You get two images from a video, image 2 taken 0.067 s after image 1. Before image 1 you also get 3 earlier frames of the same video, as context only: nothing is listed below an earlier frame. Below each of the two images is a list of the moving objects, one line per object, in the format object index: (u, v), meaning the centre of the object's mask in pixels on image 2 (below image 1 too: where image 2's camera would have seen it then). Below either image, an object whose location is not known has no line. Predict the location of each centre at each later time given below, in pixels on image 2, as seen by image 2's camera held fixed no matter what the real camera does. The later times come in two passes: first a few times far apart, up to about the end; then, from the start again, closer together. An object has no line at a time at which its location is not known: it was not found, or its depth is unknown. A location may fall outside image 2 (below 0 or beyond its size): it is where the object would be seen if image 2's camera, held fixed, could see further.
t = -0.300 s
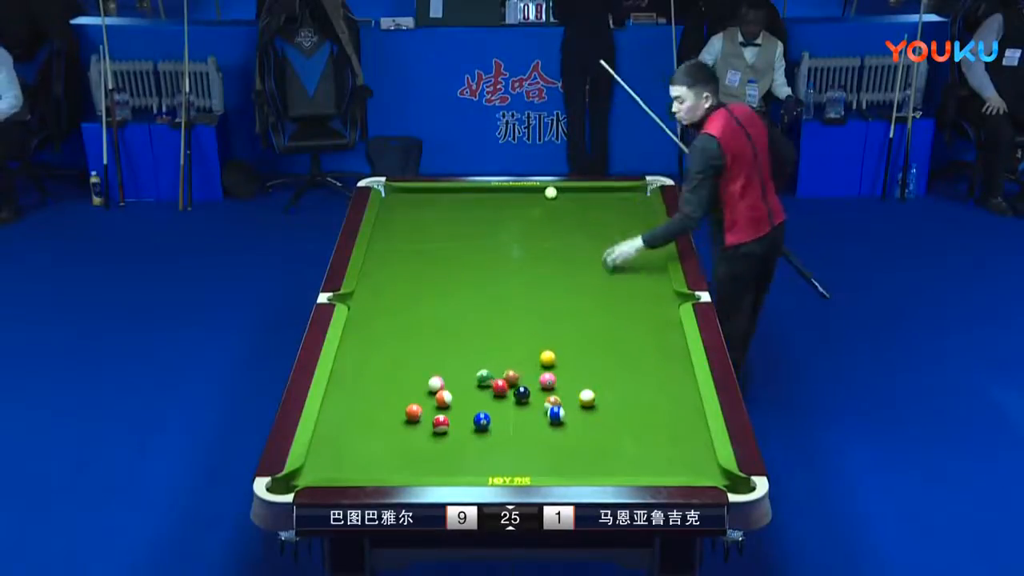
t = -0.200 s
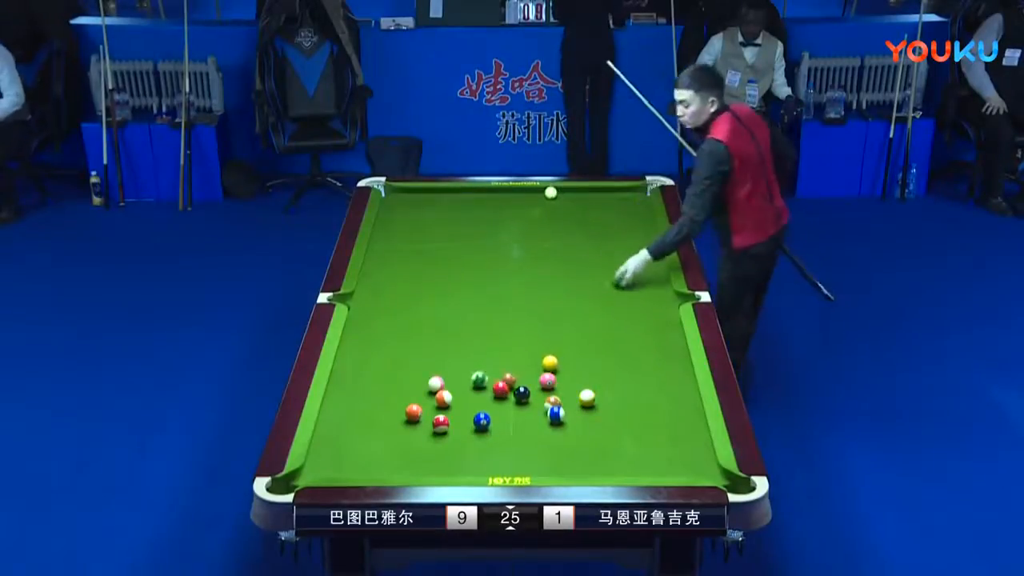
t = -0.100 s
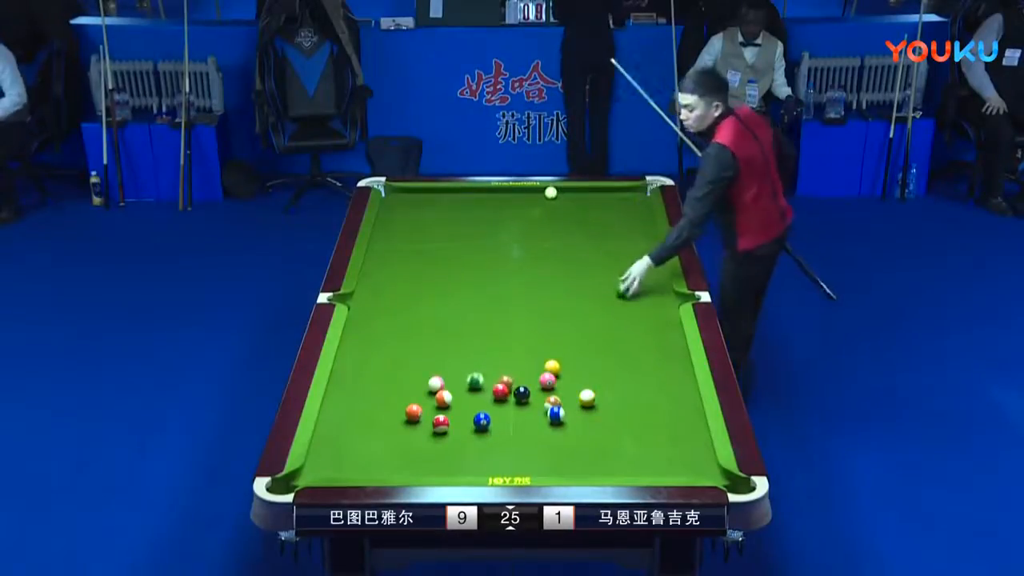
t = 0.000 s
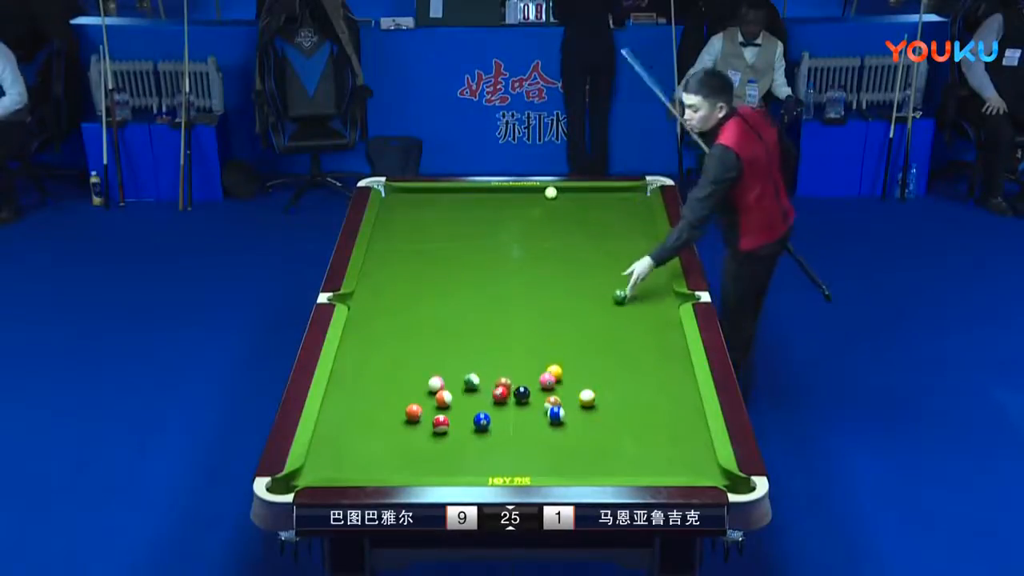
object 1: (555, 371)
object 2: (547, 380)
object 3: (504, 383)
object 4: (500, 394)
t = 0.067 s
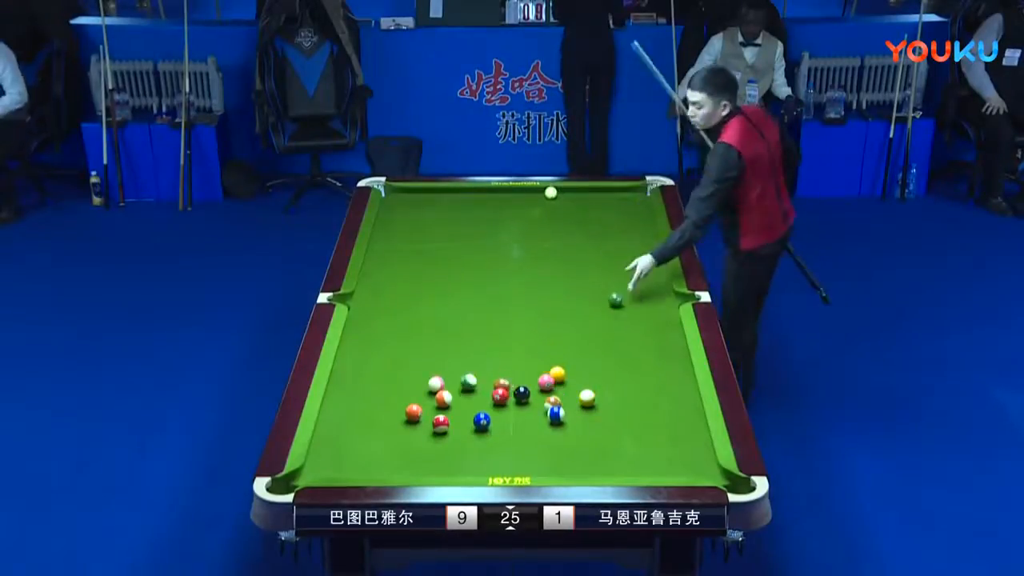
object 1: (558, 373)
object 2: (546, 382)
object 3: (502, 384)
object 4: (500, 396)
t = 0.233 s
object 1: (564, 377)
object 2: (543, 385)
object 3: (499, 387)
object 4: (499, 400)
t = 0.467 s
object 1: (573, 381)
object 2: (539, 390)
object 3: (495, 391)
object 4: (499, 406)
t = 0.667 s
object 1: (580, 383)
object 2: (539, 393)
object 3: (493, 393)
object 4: (498, 410)
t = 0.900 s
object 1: (587, 385)
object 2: (538, 395)
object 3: (491, 396)
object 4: (498, 414)
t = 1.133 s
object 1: (596, 389)
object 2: (539, 398)
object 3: (489, 397)
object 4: (499, 418)
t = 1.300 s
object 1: (599, 391)
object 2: (538, 398)
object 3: (489, 398)
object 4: (499, 419)
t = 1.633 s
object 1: (606, 395)
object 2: (538, 399)
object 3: (488, 398)
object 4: (500, 423)
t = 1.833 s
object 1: (609, 396)
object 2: (538, 399)
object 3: (488, 398)
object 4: (501, 423)
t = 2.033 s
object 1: (611, 397)
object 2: (538, 399)
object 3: (488, 398)
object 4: (501, 424)
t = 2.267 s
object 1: (613, 398)
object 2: (538, 399)
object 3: (488, 398)
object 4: (501, 424)
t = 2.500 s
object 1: (614, 398)
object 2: (538, 399)
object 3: (485, 401)
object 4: (501, 424)
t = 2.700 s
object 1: (614, 398)
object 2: (538, 399)
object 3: (481, 404)
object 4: (501, 424)
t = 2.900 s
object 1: (614, 398)
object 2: (538, 399)
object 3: (477, 406)
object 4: (501, 424)
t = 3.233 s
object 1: (614, 398)
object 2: (538, 399)
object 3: (469, 413)
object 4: (501, 424)
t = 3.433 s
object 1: (614, 398)
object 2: (538, 399)
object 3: (468, 414)
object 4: (500, 424)
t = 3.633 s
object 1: (614, 398)
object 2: (538, 399)
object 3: (465, 417)
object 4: (500, 424)
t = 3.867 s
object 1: (614, 398)
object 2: (538, 399)
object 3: (463, 418)
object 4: (501, 424)
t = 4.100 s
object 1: (614, 398)
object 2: (538, 399)
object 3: (462, 418)
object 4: (500, 424)
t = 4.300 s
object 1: (614, 398)
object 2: (538, 399)
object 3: (461, 419)
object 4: (501, 424)
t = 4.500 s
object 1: (614, 398)
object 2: (538, 399)
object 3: (461, 419)
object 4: (501, 424)
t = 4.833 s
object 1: (614, 398)
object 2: (538, 399)
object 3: (461, 419)
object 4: (501, 424)
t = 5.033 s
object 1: (614, 398)
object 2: (538, 399)
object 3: (461, 419)
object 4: (501, 424)
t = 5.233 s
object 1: (614, 397)
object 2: (538, 399)
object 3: (461, 419)
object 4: (501, 424)
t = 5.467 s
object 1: (614, 397)
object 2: (538, 399)
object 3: (461, 419)
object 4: (501, 424)
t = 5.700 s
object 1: (614, 397)
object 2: (538, 399)
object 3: (461, 419)
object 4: (500, 424)
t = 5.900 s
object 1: (614, 397)
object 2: (538, 399)
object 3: (461, 419)
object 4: (500, 424)
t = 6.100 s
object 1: (614, 397)
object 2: (538, 399)
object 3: (461, 419)
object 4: (500, 424)
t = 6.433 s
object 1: (614, 397)
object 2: (538, 399)
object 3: (461, 419)
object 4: (500, 424)
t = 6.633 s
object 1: (614, 397)
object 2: (538, 399)
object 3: (461, 419)
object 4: (500, 424)
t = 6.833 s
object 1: (614, 397)
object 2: (538, 399)
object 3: (461, 419)
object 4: (500, 424)
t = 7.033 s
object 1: (614, 397)
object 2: (538, 399)
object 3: (461, 419)
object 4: (500, 424)
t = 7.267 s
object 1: (614, 397)
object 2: (538, 399)
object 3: (461, 419)
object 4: (501, 424)
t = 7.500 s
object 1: (614, 398)
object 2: (538, 400)
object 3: (461, 419)
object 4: (501, 424)
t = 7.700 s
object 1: (614, 398)
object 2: (538, 400)
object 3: (461, 419)
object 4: (501, 424)
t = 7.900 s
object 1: (614, 398)
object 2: (538, 400)
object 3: (461, 419)
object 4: (501, 425)
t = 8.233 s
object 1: (613, 397)
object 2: (538, 400)
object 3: (461, 419)
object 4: (500, 425)
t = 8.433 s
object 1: (614, 397)
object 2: (538, 399)
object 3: (461, 419)
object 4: (500, 425)
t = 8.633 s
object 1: (614, 398)
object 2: (538, 400)
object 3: (461, 419)
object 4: (500, 424)
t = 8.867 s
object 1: (614, 398)
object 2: (538, 400)
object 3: (461, 420)
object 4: (500, 425)
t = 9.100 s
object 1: (614, 397)
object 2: (538, 400)
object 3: (461, 419)
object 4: (500, 424)
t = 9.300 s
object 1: (614, 397)
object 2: (538, 399)
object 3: (461, 419)
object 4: (500, 425)
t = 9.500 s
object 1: (614, 397)
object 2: (538, 399)
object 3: (461, 420)
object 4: (500, 425)
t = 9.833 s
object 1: (614, 397)
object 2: (538, 399)
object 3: (461, 419)
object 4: (500, 425)
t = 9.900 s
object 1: (614, 397)
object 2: (538, 399)
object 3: (461, 420)
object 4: (500, 425)
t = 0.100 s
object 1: (558, 374)
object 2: (546, 382)
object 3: (501, 384)
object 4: (500, 397)
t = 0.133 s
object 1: (560, 375)
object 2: (545, 383)
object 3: (501, 385)
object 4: (500, 398)
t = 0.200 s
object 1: (562, 377)
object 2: (543, 385)
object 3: (499, 387)
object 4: (499, 400)
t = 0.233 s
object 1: (564, 377)
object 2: (543, 385)
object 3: (499, 387)
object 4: (499, 400)
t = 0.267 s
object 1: (565, 378)
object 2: (543, 386)
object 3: (498, 387)
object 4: (499, 401)
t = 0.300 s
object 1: (567, 378)
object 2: (542, 387)
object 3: (498, 388)
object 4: (499, 402)
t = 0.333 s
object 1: (568, 379)
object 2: (541, 388)
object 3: (496, 389)
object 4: (499, 402)
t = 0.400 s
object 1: (571, 380)
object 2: (541, 389)
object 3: (496, 390)
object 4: (499, 404)
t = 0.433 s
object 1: (572, 381)
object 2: (540, 389)
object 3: (495, 390)
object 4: (499, 405)
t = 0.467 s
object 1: (573, 381)
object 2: (539, 390)
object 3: (495, 391)
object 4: (499, 406)
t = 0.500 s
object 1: (575, 382)
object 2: (539, 391)
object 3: (495, 391)
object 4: (499, 407)
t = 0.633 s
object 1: (579, 382)
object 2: (539, 393)
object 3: (493, 393)
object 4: (499, 409)
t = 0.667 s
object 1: (580, 383)
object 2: (539, 393)
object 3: (493, 393)
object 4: (498, 410)
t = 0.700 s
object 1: (581, 383)
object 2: (539, 393)
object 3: (493, 394)
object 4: (498, 410)
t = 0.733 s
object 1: (582, 383)
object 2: (539, 394)
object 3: (492, 395)
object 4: (498, 411)
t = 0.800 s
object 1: (584, 384)
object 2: (539, 394)
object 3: (491, 395)
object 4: (498, 413)
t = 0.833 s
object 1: (585, 384)
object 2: (539, 395)
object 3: (491, 395)
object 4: (498, 413)
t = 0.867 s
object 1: (586, 385)
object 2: (539, 395)
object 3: (491, 395)
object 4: (498, 413)
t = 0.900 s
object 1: (587, 385)
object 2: (538, 395)
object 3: (491, 396)
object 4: (498, 414)
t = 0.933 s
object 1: (589, 386)
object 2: (539, 396)
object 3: (490, 396)
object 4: (498, 415)
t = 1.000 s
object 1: (591, 386)
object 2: (539, 397)
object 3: (490, 397)
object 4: (498, 416)
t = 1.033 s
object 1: (592, 386)
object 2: (539, 397)
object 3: (490, 396)
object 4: (498, 416)
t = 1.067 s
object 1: (594, 387)
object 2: (539, 397)
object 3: (489, 397)
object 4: (498, 416)
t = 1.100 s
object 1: (595, 388)
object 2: (539, 397)
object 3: (489, 397)
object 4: (499, 417)
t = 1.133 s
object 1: (596, 389)
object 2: (539, 398)
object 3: (489, 397)
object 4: (499, 418)
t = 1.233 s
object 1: (599, 390)
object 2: (538, 398)
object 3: (489, 397)
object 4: (499, 419)
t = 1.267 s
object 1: (599, 390)
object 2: (538, 398)
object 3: (488, 398)
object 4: (499, 419)
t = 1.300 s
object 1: (599, 391)
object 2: (538, 398)
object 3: (489, 398)
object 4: (499, 419)
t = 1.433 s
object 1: (602, 392)
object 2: (538, 399)
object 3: (488, 398)
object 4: (500, 421)
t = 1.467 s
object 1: (603, 393)
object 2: (538, 399)
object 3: (488, 398)
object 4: (500, 421)
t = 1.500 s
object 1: (604, 393)
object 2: (538, 399)
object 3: (488, 398)
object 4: (500, 421)
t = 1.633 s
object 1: (606, 395)
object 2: (538, 399)
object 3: (488, 398)
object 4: (500, 423)
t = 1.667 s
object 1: (606, 394)
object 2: (538, 399)
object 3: (488, 398)
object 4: (500, 423)
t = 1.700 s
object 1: (607, 395)
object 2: (538, 399)
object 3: (488, 398)
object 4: (501, 423)
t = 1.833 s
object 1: (609, 396)
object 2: (538, 399)
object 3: (488, 398)
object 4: (501, 423)
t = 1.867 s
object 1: (609, 396)
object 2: (538, 399)
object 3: (488, 398)
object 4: (501, 424)
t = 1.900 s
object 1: (609, 396)
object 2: (538, 399)
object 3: (488, 398)
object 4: (501, 424)
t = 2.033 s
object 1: (611, 397)
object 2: (538, 399)
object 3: (488, 398)
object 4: (501, 424)
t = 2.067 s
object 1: (611, 397)
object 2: (538, 399)
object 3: (488, 398)
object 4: (501, 424)
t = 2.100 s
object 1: (612, 398)
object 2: (538, 399)
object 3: (488, 398)
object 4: (501, 424)
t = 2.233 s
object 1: (613, 398)
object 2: (538, 399)
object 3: (488, 398)
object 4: (501, 424)
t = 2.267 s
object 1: (613, 398)
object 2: (538, 399)
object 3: (488, 398)
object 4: (501, 424)
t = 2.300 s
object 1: (613, 398)
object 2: (538, 399)
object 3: (488, 398)
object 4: (501, 424)
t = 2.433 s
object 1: (614, 398)
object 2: (538, 399)
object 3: (487, 399)
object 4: (501, 424)
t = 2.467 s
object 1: (614, 398)
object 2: (538, 399)
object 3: (486, 400)
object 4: (501, 424)
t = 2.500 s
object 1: (614, 398)
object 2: (538, 399)
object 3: (485, 401)
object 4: (501, 424)
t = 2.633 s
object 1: (614, 398)
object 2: (538, 399)
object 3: (483, 402)
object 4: (501, 424)
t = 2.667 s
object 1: (614, 398)
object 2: (538, 399)
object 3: (482, 403)
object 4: (500, 424)
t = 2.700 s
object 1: (614, 398)
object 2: (538, 399)
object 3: (481, 404)
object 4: (501, 424)
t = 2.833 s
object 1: (614, 398)
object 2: (538, 399)
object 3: (478, 405)
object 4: (501, 424)
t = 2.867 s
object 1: (614, 398)
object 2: (538, 399)
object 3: (478, 405)
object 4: (501, 424)
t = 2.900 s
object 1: (614, 398)
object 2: (538, 399)
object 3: (477, 406)
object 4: (501, 424)
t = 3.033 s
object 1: (614, 398)
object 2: (538, 399)
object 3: (473, 409)
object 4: (501, 424)
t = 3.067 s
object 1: (614, 398)
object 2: (538, 399)
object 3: (473, 409)
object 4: (500, 424)
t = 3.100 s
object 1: (614, 398)
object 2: (538, 399)
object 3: (472, 410)
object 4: (501, 424)
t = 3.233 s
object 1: (614, 398)
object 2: (538, 399)
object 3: (469, 413)
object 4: (501, 424)
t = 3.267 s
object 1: (614, 398)
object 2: (538, 399)
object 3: (469, 412)
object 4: (501, 424)
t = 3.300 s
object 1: (614, 398)
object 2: (538, 399)
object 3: (469, 413)
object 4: (501, 424)
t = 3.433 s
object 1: (614, 398)
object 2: (538, 399)
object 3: (468, 414)
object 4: (500, 424)
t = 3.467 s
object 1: (614, 398)
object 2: (538, 399)
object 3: (468, 414)
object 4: (501, 424)
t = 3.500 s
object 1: (614, 398)
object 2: (538, 399)
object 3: (467, 415)
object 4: (501, 424)
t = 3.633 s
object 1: (614, 398)
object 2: (538, 399)
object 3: (465, 417)
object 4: (500, 424)
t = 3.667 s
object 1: (614, 398)
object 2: (538, 399)
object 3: (465, 417)
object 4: (500, 424)
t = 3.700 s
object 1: (614, 398)
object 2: (538, 399)
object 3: (464, 417)
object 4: (500, 424)
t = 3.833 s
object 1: (614, 398)
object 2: (538, 399)
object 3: (463, 418)
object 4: (501, 424)
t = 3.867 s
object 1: (614, 398)
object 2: (538, 399)
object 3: (463, 418)
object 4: (501, 424)
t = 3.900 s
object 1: (614, 398)
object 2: (538, 399)
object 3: (463, 418)
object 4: (501, 424)
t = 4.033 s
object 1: (614, 398)
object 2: (538, 399)
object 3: (462, 418)
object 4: (500, 424)
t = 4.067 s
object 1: (614, 398)
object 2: (538, 399)
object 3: (462, 418)
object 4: (500, 424)
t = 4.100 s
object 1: (614, 398)
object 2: (538, 399)
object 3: (462, 418)
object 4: (500, 424)
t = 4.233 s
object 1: (614, 398)
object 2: (538, 399)
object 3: (461, 419)
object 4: (500, 424)
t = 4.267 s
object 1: (614, 398)
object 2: (538, 399)
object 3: (461, 419)
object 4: (501, 424)
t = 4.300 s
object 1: (614, 398)
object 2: (538, 399)
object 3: (461, 419)
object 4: (501, 424)
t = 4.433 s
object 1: (614, 398)
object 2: (538, 399)
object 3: (461, 419)
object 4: (501, 424)
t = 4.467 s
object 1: (614, 398)
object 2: (538, 399)
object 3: (461, 419)
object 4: (501, 424)
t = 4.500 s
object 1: (614, 398)
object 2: (538, 399)
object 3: (461, 419)
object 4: (501, 424)
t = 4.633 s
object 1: (614, 398)
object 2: (538, 399)
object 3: (461, 419)
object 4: (501, 424)
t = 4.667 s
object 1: (614, 398)
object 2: (538, 399)
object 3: (461, 419)
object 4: (501, 424)
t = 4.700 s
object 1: (614, 398)
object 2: (538, 399)
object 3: (461, 419)
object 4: (501, 424)
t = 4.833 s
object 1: (614, 398)
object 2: (538, 399)
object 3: (461, 419)
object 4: (501, 424)
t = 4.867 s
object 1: (614, 398)
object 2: (538, 399)
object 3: (461, 419)
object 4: (501, 424)
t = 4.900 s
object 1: (614, 398)
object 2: (538, 399)
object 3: (461, 419)
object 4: (501, 424)
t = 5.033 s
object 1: (614, 398)
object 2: (538, 399)
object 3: (461, 419)
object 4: (501, 424)
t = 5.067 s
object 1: (614, 398)
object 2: (538, 399)
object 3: (461, 419)
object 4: (501, 424)
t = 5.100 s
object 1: (614, 397)
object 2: (538, 399)
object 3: (461, 419)
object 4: (501, 424)
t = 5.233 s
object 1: (614, 397)
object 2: (538, 399)
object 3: (461, 419)
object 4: (501, 424)
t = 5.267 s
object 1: (614, 397)
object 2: (538, 399)
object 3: (461, 419)
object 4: (501, 424)
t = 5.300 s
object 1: (614, 398)
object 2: (538, 399)
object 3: (461, 419)
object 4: (501, 424)
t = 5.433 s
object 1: (614, 397)
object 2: (538, 399)
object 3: (461, 419)
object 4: (501, 424)
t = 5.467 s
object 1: (614, 397)
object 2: (538, 399)
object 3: (461, 419)
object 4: (501, 424)
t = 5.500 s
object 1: (614, 397)
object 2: (538, 399)
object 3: (461, 419)
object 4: (501, 424)
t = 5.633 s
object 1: (614, 397)
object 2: (538, 399)
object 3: (461, 419)
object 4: (500, 424)
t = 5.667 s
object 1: (614, 397)
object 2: (538, 399)
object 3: (461, 419)
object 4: (501, 424)
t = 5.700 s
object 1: (614, 397)
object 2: (538, 399)
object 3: (461, 419)
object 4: (500, 424)
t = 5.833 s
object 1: (614, 397)
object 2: (538, 399)
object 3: (461, 419)
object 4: (500, 424)
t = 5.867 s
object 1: (614, 398)
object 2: (538, 399)
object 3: (461, 419)
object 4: (500, 424)
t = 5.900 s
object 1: (614, 397)
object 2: (538, 399)
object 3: (461, 419)
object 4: (500, 424)
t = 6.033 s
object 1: (614, 397)
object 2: (538, 399)
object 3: (461, 419)
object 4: (500, 424)
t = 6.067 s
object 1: (614, 397)
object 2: (538, 399)
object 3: (461, 419)
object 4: (500, 424)
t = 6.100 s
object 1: (614, 397)
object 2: (538, 399)
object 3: (461, 419)
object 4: (500, 424)
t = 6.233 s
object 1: (614, 397)
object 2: (538, 399)
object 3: (461, 419)
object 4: (500, 424)
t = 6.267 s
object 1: (614, 397)
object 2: (538, 399)
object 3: (461, 419)
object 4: (500, 424)
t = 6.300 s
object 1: (614, 397)
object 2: (538, 399)
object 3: (461, 419)
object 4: (500, 424)
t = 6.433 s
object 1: (614, 397)
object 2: (538, 399)
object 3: (461, 419)
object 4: (500, 424)
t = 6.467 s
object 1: (614, 397)
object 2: (538, 399)
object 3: (461, 419)
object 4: (500, 424)
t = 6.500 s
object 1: (614, 397)
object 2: (538, 399)
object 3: (461, 419)
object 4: (500, 424)
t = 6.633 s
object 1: (614, 397)
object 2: (538, 399)
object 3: (461, 419)
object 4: (500, 424)
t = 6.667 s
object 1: (614, 397)
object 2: (538, 399)
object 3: (461, 419)
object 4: (500, 424)
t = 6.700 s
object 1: (614, 397)
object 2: (538, 399)
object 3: (461, 419)
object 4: (500, 424)
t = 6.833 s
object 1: (614, 397)
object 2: (538, 399)
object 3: (461, 419)
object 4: (500, 424)
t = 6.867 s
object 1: (614, 397)
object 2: (538, 399)
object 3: (461, 419)
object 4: (500, 424)
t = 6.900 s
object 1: (614, 397)
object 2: (538, 399)
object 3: (461, 419)
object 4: (500, 424)
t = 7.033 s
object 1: (614, 397)
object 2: (538, 399)
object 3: (461, 419)
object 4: (500, 424)
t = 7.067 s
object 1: (614, 397)
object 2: (538, 399)
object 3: (461, 419)
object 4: (500, 424)
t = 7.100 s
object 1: (614, 397)
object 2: (538, 399)
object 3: (461, 419)
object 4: (500, 424)
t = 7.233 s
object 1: (614, 397)
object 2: (538, 399)
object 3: (461, 419)
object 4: (501, 424)
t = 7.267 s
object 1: (614, 397)
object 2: (538, 399)
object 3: (461, 419)
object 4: (501, 424)
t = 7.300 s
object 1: (614, 397)
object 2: (538, 399)
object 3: (461, 419)
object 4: (501, 424)
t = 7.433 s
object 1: (614, 397)
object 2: (538, 399)
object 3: (461, 419)
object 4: (501, 424)
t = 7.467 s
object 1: (614, 398)
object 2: (538, 400)
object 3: (461, 419)
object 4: (501, 424)
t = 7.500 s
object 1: (614, 398)
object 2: (538, 400)
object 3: (461, 419)
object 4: (501, 424)
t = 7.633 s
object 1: (614, 398)
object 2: (538, 400)
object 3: (461, 419)
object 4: (501, 424)
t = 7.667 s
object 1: (614, 398)
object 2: (538, 400)
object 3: (461, 419)
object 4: (501, 424)
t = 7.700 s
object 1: (614, 398)
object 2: (538, 400)
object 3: (461, 419)
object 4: (501, 424)
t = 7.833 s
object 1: (614, 398)
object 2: (538, 400)
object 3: (461, 419)
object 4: (500, 424)
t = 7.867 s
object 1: (614, 398)
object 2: (538, 400)
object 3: (461, 419)
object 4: (500, 425)
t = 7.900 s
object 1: (614, 398)
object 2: (538, 400)
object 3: (461, 419)
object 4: (501, 425)
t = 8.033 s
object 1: (614, 397)
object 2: (538, 400)
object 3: (461, 419)
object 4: (500, 425)
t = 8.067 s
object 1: (614, 398)
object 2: (538, 400)
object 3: (461, 419)
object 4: (500, 424)
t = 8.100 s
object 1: (613, 397)
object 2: (538, 400)
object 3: (461, 419)
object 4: (500, 425)
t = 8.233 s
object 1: (613, 397)
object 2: (538, 400)
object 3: (461, 419)
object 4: (500, 425)
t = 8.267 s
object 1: (613, 398)
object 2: (538, 400)
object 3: (461, 419)
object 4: (500, 424)
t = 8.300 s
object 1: (614, 397)
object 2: (538, 400)
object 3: (461, 419)
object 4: (500, 425)
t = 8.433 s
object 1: (614, 397)
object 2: (538, 399)
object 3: (461, 419)
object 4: (500, 425)
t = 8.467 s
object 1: (614, 397)
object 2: (538, 399)
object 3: (461, 419)
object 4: (500, 425)
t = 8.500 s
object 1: (614, 397)
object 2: (538, 399)
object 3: (461, 419)
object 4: (500, 425)
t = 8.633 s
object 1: (614, 398)
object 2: (538, 400)
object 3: (461, 419)
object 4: (500, 424)
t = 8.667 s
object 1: (614, 397)
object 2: (538, 400)
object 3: (461, 419)
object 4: (500, 425)
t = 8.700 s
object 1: (614, 398)
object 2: (538, 400)
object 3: (461, 419)
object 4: (500, 425)
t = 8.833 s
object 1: (614, 397)
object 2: (538, 399)
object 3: (461, 419)
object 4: (500, 425)
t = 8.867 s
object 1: (614, 398)
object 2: (538, 400)
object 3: (461, 420)
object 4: (500, 425)
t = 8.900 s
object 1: (614, 397)
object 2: (538, 399)
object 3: (461, 419)
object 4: (500, 425)
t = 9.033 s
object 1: (614, 397)
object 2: (538, 400)
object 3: (461, 420)
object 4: (500, 425)
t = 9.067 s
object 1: (614, 397)
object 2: (538, 400)
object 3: (461, 419)
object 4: (500, 424)
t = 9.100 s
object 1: (614, 397)
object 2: (538, 400)
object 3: (461, 419)
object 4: (500, 424)
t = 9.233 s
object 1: (614, 397)
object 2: (538, 400)
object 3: (461, 419)
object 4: (500, 425)
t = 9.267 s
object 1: (614, 397)
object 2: (538, 399)
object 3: (461, 419)
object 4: (500, 425)
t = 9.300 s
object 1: (614, 397)
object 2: (538, 399)
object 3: (461, 419)
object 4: (500, 425)
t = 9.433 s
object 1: (614, 397)
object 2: (538, 399)
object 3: (461, 420)
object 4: (500, 425)
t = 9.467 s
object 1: (614, 397)
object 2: (538, 399)
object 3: (461, 419)
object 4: (500, 425)
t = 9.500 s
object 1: (614, 397)
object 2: (538, 399)
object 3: (461, 420)
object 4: (500, 425)
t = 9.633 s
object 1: (614, 397)
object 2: (538, 399)
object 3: (461, 420)
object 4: (500, 424)
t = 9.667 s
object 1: (614, 397)
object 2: (538, 399)
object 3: (461, 420)
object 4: (500, 425)
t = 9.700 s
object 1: (614, 397)
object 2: (538, 399)
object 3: (461, 419)
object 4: (500, 425)
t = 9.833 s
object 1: (614, 397)
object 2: (538, 399)
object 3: (461, 419)
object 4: (500, 425)
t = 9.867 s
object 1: (614, 397)
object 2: (538, 399)
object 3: (461, 420)
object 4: (500, 425)
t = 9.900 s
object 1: (614, 397)
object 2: (538, 399)
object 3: (461, 420)
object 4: (500, 425)
